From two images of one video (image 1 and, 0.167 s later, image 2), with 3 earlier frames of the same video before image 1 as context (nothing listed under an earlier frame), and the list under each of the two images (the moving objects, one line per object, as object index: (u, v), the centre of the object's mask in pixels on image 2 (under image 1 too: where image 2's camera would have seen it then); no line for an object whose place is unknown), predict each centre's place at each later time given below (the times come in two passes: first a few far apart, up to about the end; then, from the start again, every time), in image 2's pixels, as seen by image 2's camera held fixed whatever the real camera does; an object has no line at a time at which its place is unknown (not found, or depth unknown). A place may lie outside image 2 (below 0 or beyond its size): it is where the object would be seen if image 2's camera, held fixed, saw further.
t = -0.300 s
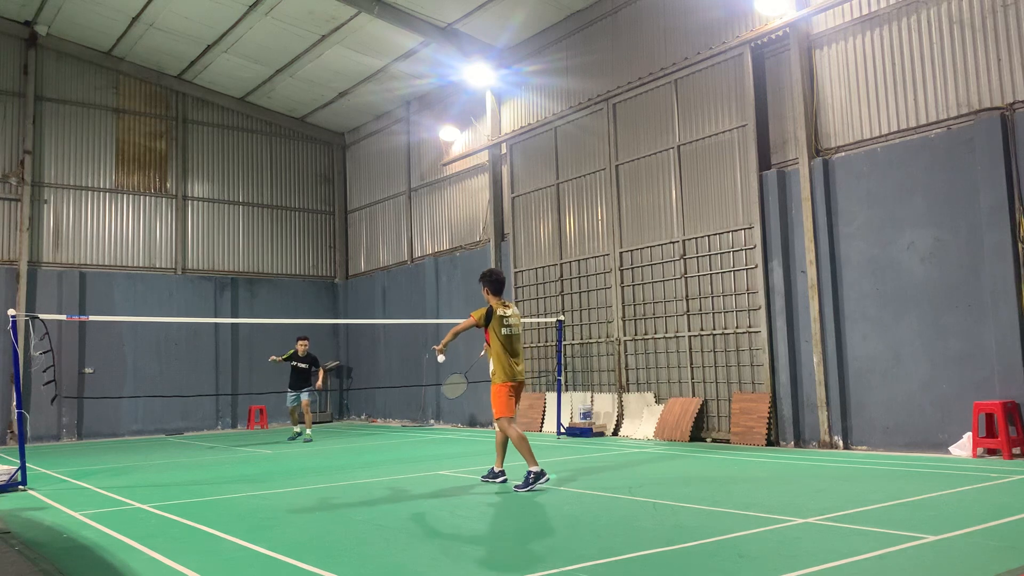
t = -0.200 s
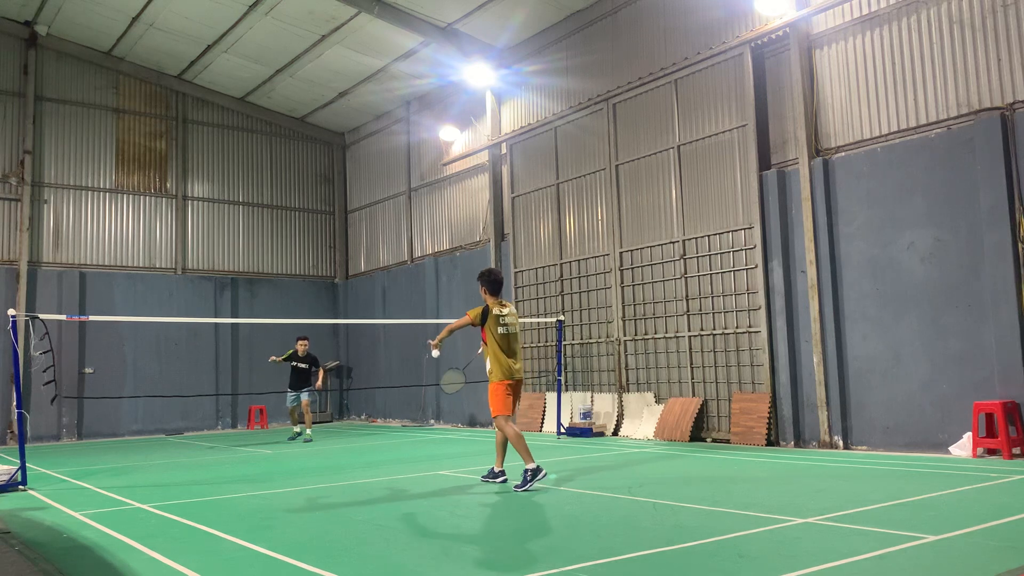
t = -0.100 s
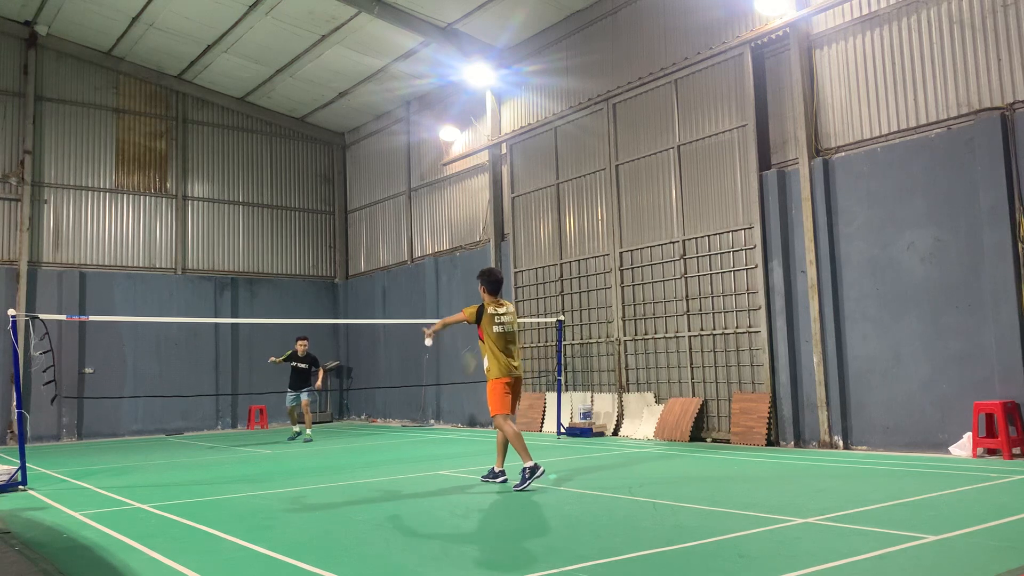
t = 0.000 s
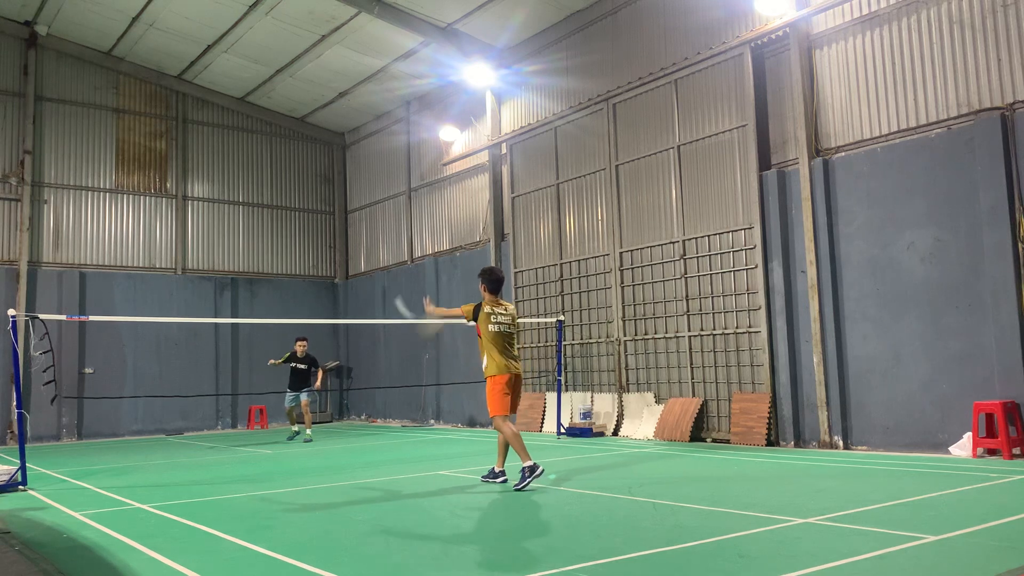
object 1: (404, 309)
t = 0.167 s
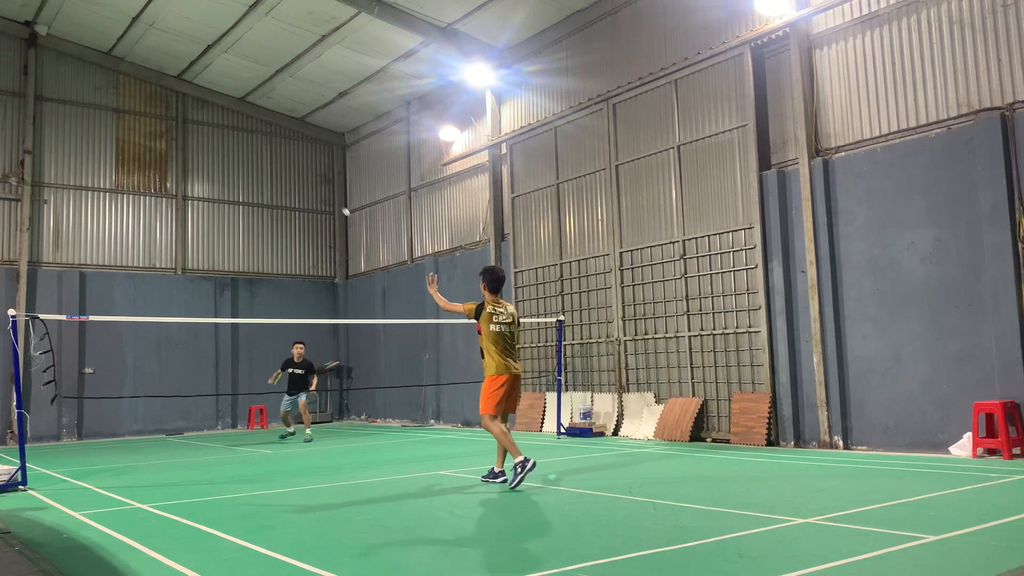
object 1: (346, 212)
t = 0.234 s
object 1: (335, 200)
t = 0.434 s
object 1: (315, 190)
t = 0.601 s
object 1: (306, 202)
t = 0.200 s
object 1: (340, 205)
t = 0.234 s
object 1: (335, 200)
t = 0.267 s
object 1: (330, 196)
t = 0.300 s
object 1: (326, 193)
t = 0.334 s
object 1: (323, 191)
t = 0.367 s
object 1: (320, 190)
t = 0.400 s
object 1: (317, 190)
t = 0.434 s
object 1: (315, 190)
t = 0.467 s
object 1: (313, 192)
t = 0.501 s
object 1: (311, 193)
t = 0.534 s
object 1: (310, 196)
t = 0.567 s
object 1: (308, 199)
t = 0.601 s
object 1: (306, 202)
